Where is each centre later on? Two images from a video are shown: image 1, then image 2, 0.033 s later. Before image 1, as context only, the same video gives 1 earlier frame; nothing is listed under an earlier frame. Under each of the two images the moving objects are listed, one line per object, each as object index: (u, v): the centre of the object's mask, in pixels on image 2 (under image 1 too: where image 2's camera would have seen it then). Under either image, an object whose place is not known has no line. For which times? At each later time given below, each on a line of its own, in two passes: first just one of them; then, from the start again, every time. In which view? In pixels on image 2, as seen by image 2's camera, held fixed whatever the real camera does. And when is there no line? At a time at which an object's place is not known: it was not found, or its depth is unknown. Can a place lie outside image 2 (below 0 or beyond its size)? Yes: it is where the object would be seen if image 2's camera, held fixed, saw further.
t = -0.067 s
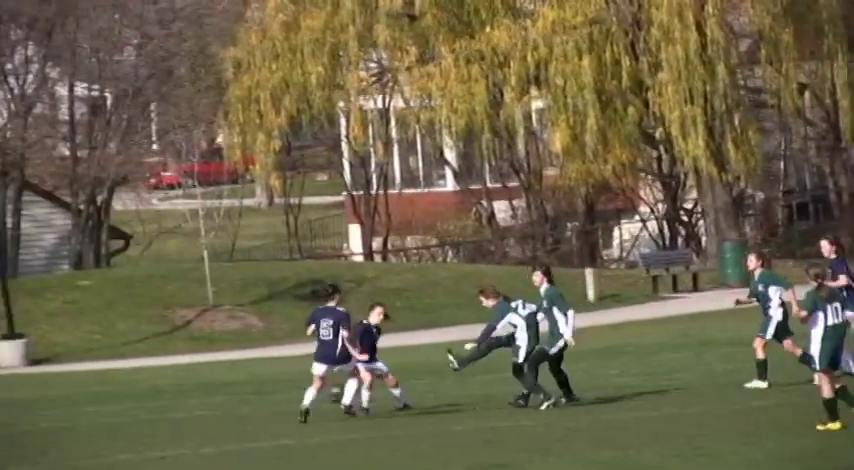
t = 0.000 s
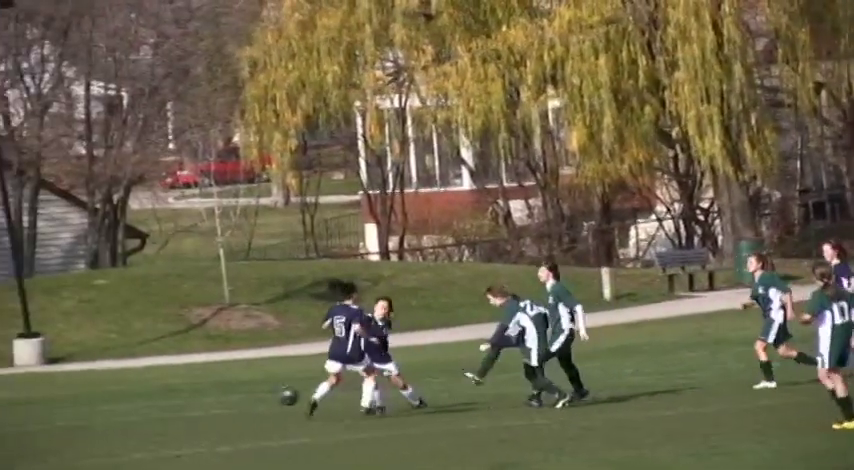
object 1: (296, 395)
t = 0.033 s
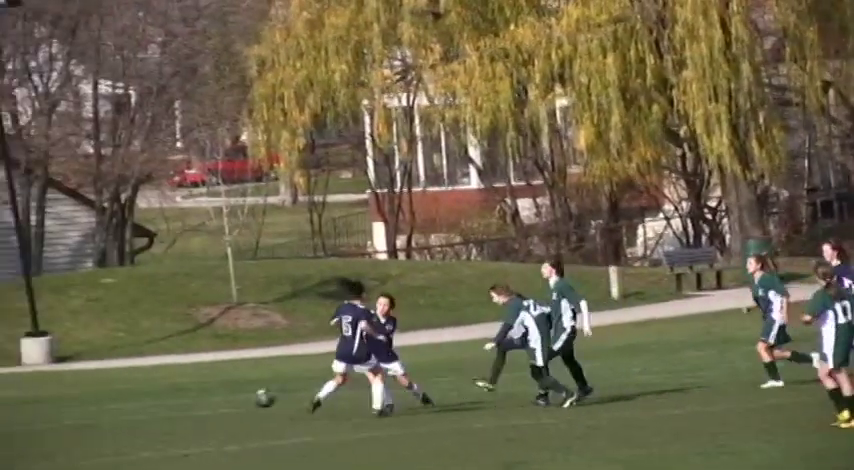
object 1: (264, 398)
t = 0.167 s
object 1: (146, 417)
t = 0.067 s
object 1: (232, 404)
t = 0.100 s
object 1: (201, 409)
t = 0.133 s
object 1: (171, 417)
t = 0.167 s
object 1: (146, 417)
